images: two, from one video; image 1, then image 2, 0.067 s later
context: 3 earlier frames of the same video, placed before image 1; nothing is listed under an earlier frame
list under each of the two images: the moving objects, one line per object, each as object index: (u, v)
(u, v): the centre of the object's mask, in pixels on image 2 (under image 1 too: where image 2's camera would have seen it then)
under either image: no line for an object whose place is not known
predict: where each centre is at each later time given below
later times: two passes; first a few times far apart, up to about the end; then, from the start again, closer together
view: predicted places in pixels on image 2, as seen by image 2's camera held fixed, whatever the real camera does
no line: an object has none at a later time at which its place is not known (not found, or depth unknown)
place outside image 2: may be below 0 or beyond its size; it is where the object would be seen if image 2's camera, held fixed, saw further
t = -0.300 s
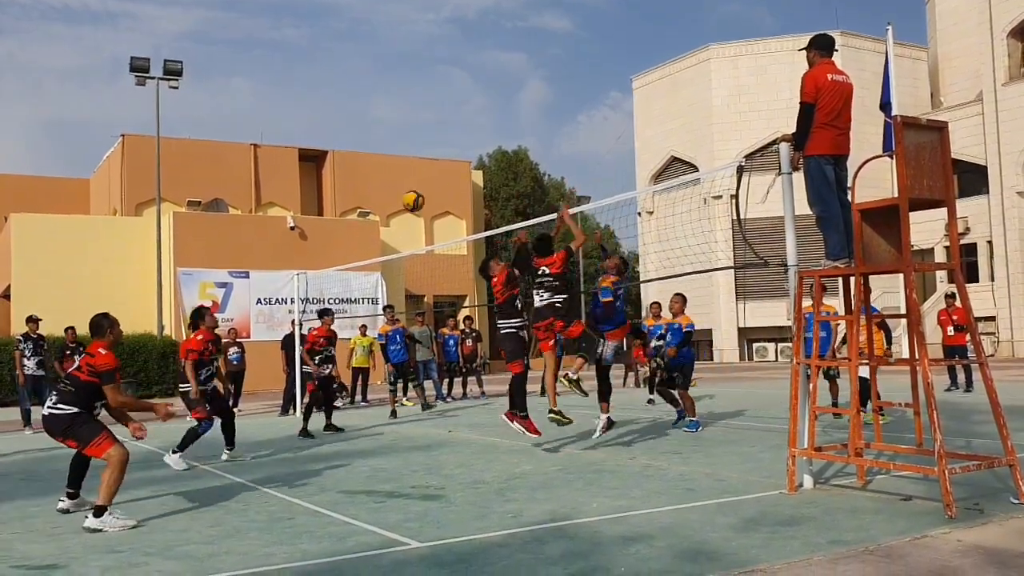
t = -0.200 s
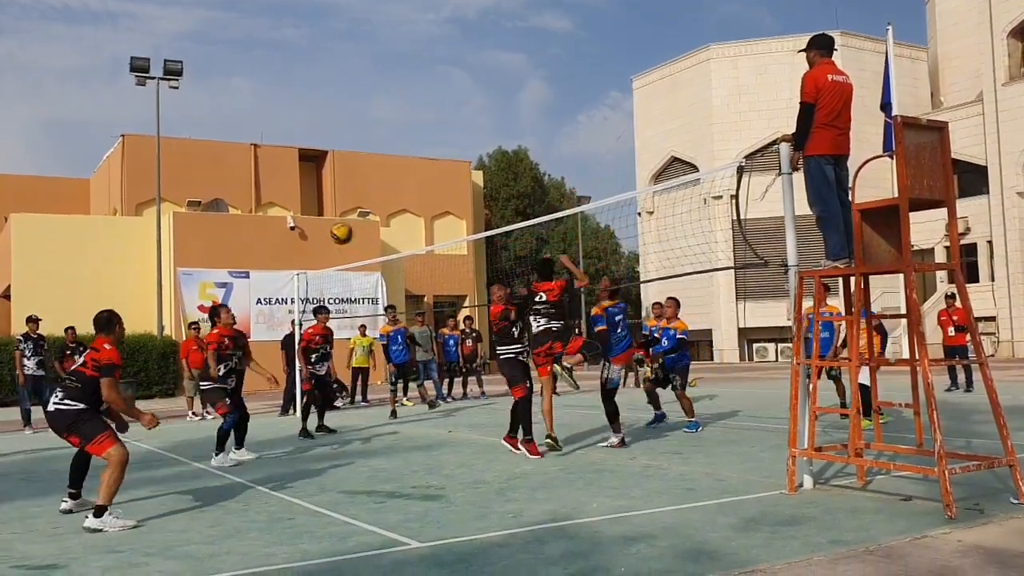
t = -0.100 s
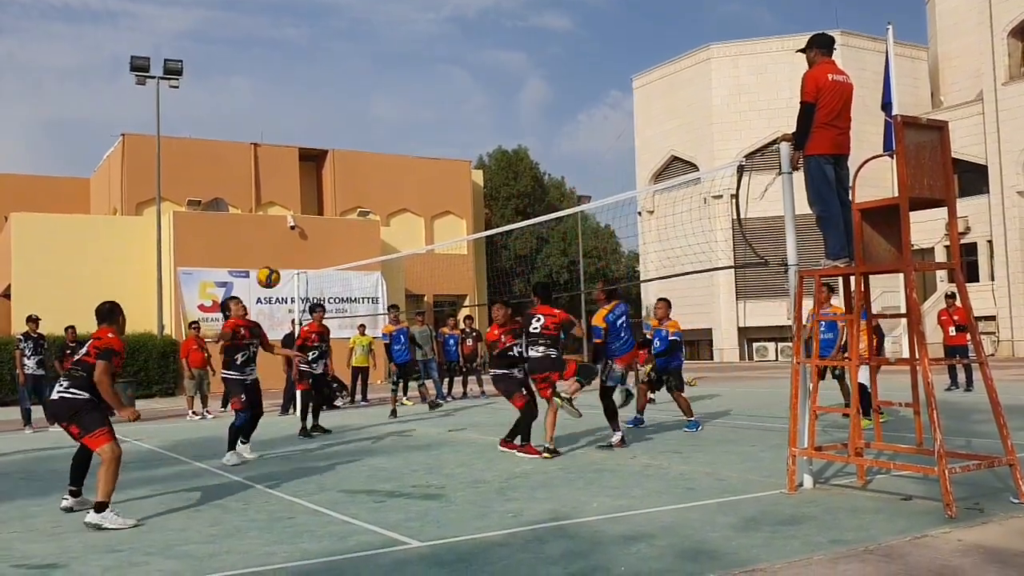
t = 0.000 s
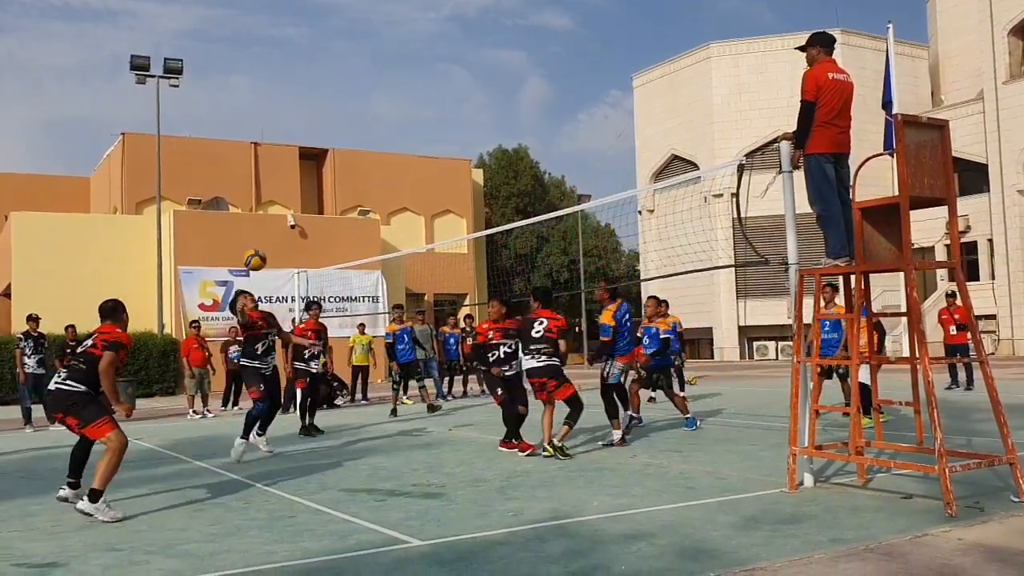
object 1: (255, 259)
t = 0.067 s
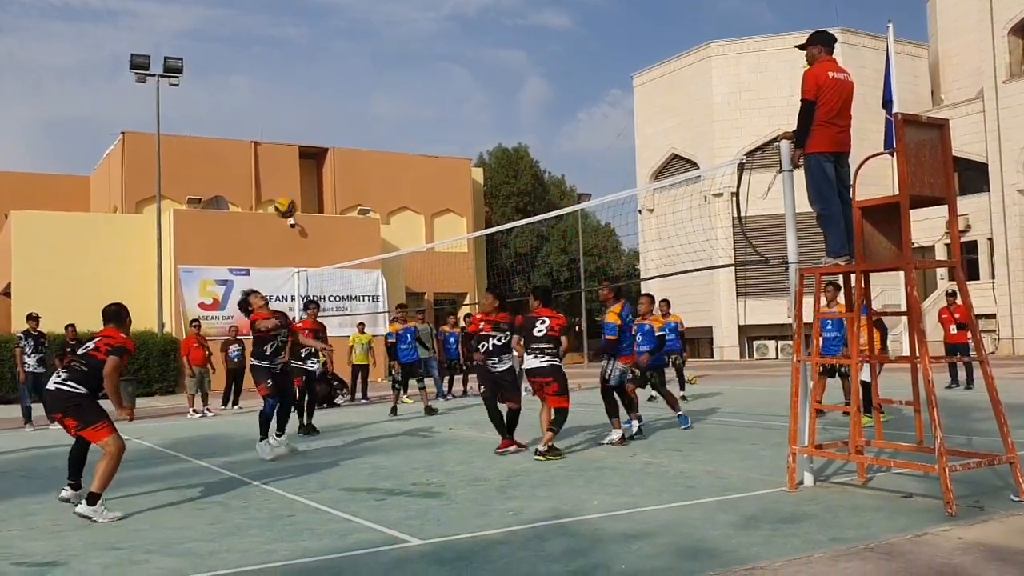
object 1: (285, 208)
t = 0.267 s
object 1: (370, 94)
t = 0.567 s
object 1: (481, 14)
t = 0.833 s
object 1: (567, 18)
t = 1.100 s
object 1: (644, 77)
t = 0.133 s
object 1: (314, 162)
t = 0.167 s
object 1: (329, 144)
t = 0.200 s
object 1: (343, 125)
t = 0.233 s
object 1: (357, 109)
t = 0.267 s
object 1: (370, 94)
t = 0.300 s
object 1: (383, 80)
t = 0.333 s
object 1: (396, 67)
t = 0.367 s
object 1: (409, 56)
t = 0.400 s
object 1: (421, 46)
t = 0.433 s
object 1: (433, 37)
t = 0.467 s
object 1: (445, 30)
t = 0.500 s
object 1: (457, 23)
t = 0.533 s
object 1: (469, 18)
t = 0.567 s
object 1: (481, 14)
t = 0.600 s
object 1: (493, 11)
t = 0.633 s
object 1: (503, 10)
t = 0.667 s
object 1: (514, 9)
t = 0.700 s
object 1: (525, 9)
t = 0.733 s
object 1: (536, 10)
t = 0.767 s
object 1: (546, 11)
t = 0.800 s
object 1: (556, 15)
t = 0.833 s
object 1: (567, 18)
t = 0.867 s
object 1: (576, 23)
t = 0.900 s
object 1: (586, 28)
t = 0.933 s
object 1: (596, 34)
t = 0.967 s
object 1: (606, 41)
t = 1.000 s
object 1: (616, 49)
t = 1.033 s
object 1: (625, 58)
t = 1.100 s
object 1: (644, 77)
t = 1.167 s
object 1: (662, 98)
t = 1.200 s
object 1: (671, 110)
